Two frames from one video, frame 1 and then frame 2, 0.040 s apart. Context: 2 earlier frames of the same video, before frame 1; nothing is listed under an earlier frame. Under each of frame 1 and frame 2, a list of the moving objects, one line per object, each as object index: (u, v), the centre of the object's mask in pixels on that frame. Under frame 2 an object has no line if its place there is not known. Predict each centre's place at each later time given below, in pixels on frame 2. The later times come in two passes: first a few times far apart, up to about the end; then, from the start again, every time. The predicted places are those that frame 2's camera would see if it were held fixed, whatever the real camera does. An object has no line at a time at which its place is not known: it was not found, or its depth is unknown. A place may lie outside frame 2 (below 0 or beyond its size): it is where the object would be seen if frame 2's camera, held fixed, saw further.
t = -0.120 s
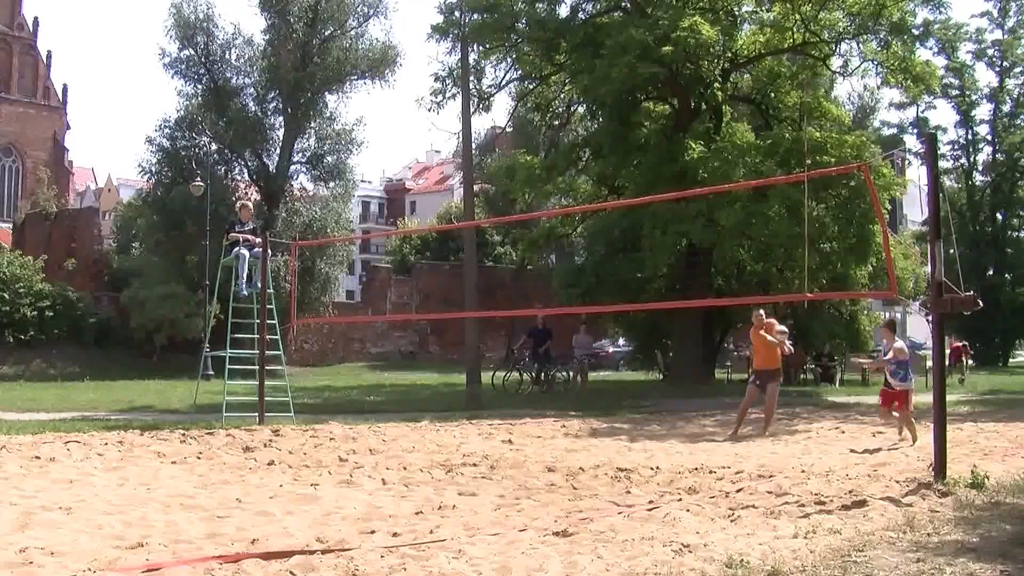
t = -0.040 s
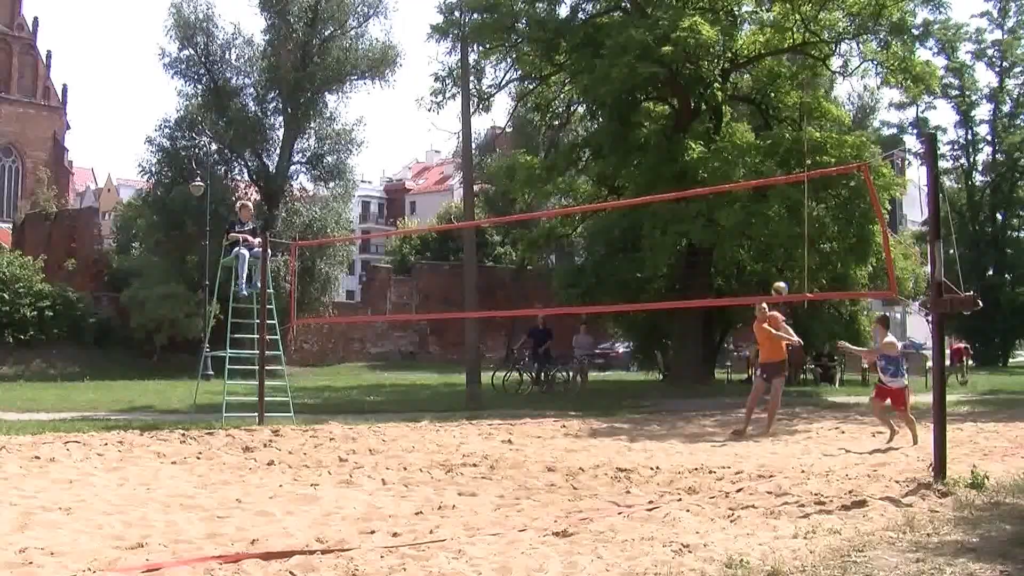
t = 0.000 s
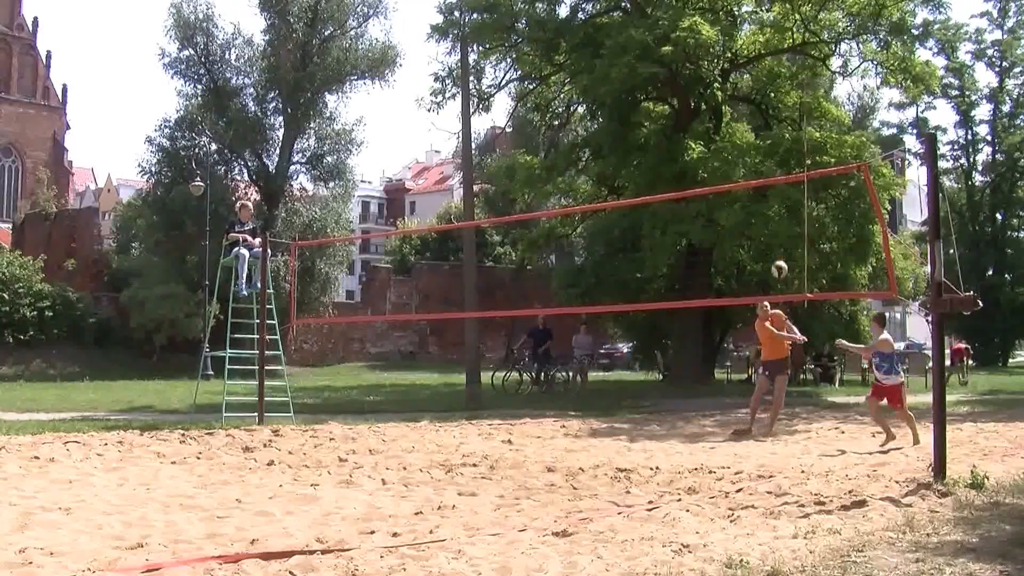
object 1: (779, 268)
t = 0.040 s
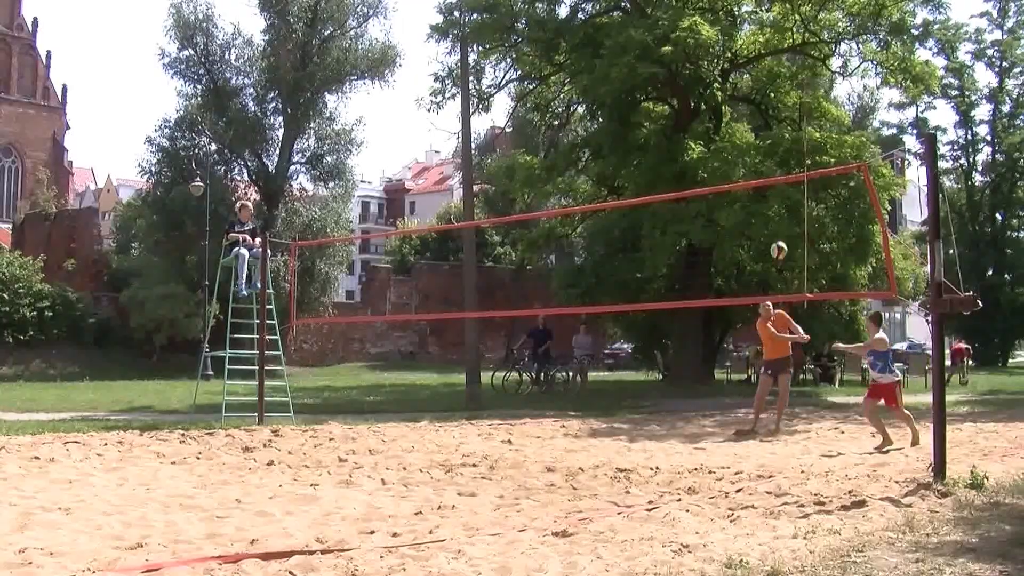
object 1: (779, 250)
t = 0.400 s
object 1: (776, 125)
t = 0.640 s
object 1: (775, 94)
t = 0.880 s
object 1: (775, 108)
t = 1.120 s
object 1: (778, 171)
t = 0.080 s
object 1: (778, 232)
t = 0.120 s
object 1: (778, 214)
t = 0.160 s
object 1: (778, 198)
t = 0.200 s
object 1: (778, 183)
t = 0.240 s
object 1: (777, 170)
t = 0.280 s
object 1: (777, 158)
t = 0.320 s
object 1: (777, 146)
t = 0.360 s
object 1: (776, 135)
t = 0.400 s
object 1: (776, 125)
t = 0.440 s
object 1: (776, 118)
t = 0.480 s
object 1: (775, 111)
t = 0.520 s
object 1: (775, 105)
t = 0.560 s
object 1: (774, 100)
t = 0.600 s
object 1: (775, 96)
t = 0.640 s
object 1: (775, 94)
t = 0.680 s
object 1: (775, 93)
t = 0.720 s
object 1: (775, 93)
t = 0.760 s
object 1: (775, 95)
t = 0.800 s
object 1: (775, 98)
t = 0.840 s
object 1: (775, 103)
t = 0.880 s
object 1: (775, 108)
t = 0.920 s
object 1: (776, 115)
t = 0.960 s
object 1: (776, 124)
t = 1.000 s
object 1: (777, 135)
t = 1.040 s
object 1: (777, 146)
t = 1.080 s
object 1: (777, 159)
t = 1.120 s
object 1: (778, 171)
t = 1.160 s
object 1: (779, 192)
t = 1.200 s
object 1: (780, 210)
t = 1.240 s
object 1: (780, 229)
